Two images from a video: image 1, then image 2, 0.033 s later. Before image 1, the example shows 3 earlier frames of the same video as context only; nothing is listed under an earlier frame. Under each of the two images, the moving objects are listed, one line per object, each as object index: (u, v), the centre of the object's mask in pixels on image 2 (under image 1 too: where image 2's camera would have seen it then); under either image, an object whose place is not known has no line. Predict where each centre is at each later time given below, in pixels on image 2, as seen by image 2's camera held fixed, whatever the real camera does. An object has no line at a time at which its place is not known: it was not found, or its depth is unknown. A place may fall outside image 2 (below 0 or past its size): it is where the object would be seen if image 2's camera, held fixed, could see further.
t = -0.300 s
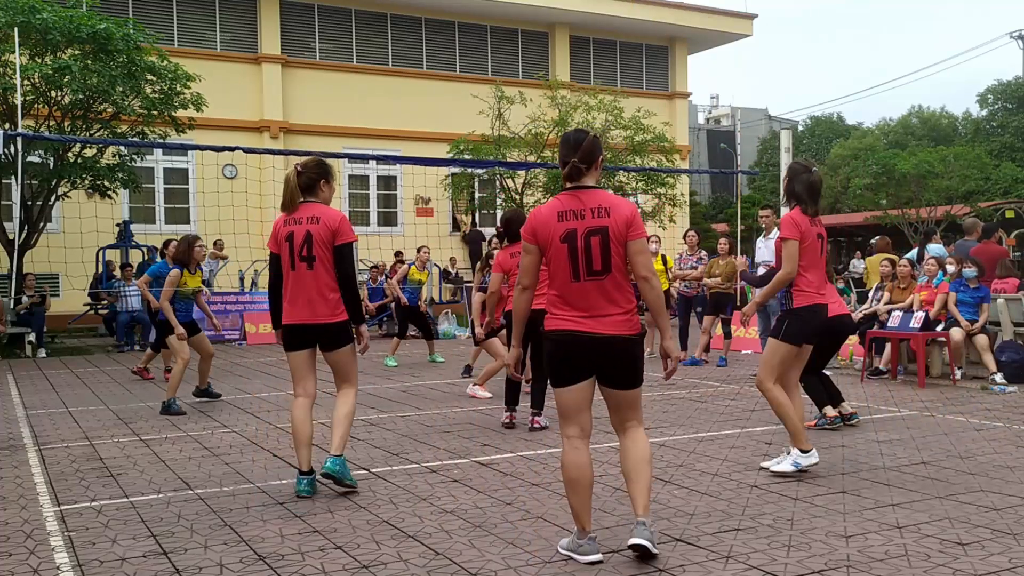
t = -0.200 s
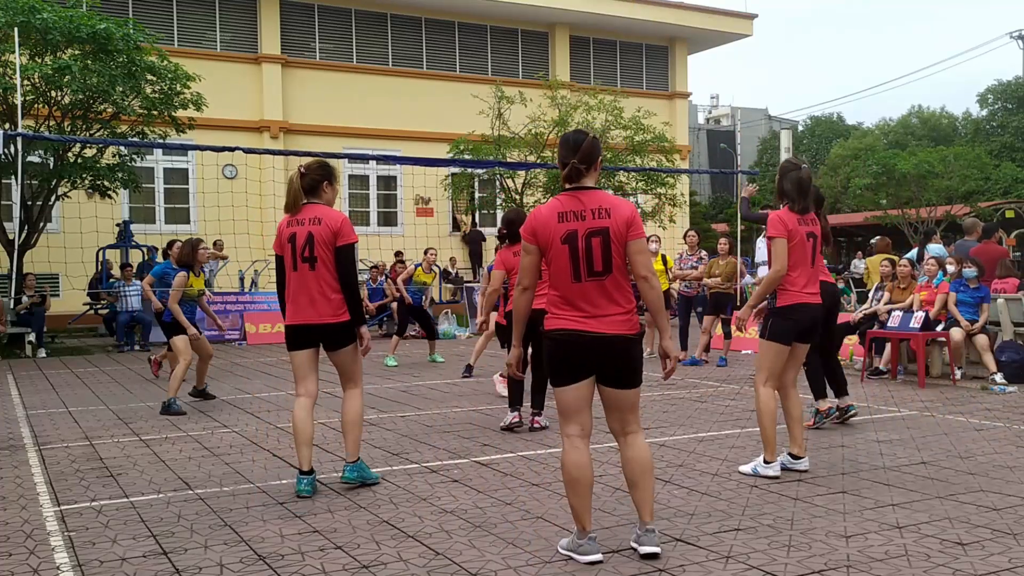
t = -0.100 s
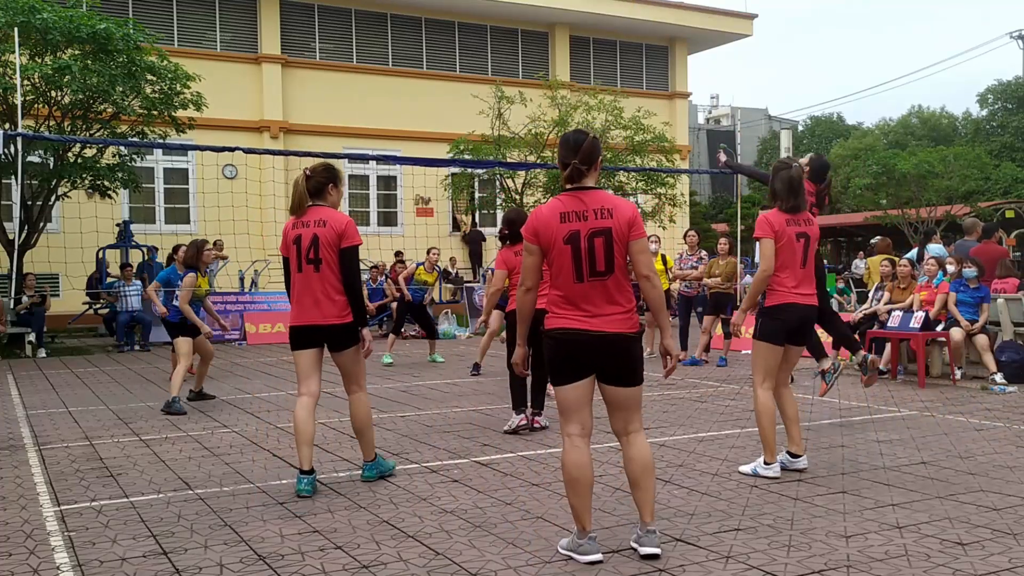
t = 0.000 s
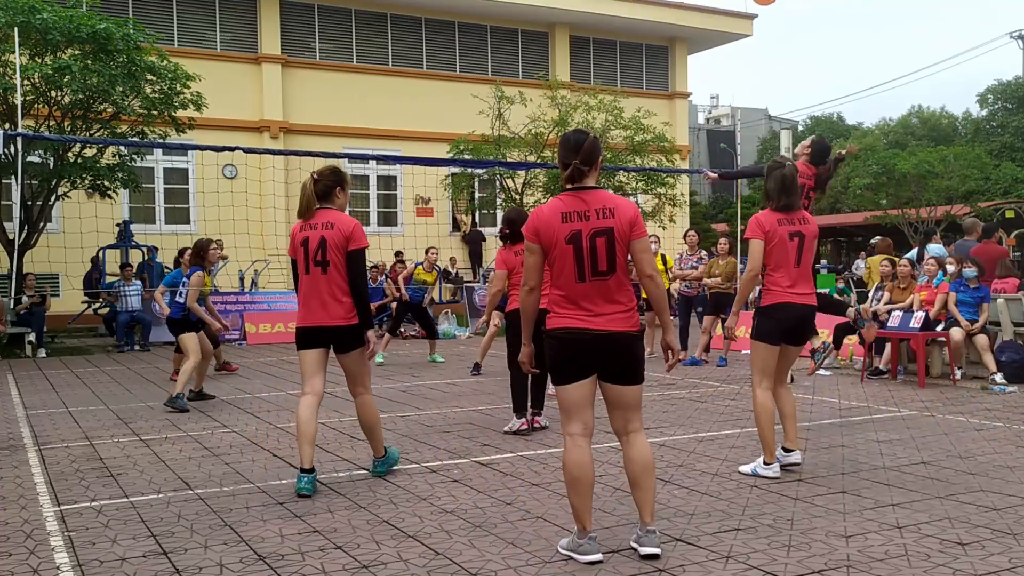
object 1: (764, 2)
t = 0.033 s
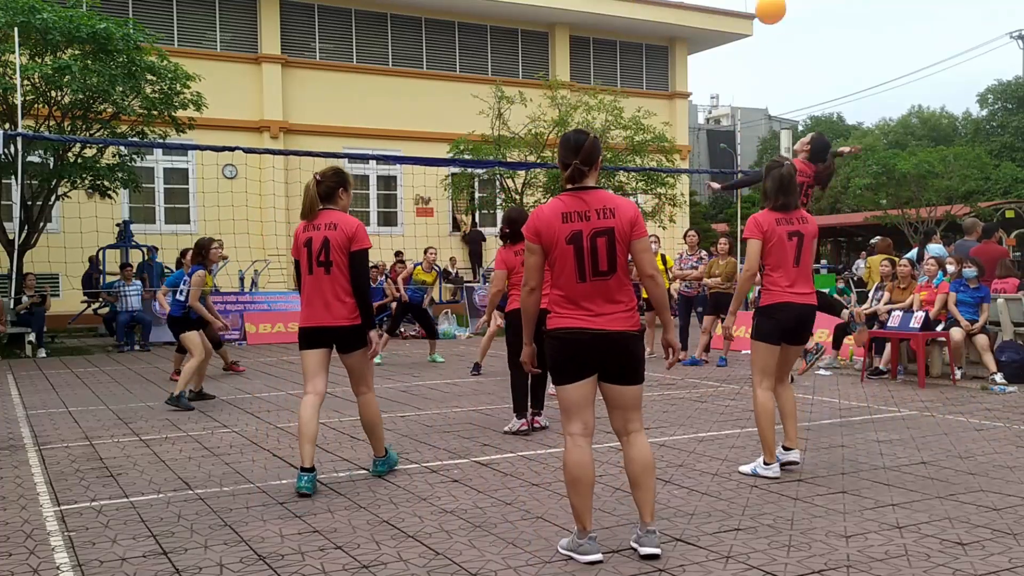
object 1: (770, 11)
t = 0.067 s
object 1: (776, 29)
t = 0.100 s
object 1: (781, 51)
